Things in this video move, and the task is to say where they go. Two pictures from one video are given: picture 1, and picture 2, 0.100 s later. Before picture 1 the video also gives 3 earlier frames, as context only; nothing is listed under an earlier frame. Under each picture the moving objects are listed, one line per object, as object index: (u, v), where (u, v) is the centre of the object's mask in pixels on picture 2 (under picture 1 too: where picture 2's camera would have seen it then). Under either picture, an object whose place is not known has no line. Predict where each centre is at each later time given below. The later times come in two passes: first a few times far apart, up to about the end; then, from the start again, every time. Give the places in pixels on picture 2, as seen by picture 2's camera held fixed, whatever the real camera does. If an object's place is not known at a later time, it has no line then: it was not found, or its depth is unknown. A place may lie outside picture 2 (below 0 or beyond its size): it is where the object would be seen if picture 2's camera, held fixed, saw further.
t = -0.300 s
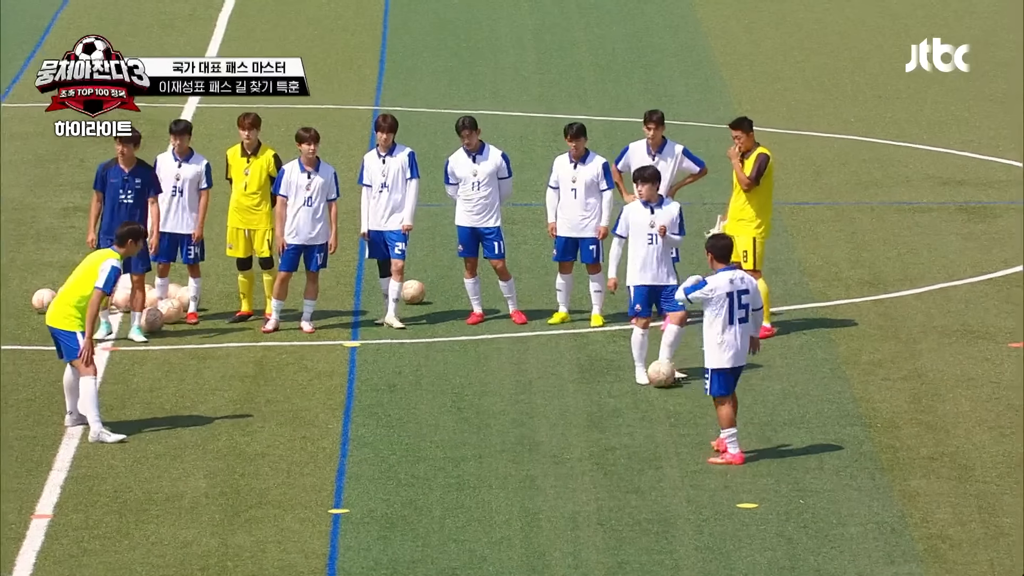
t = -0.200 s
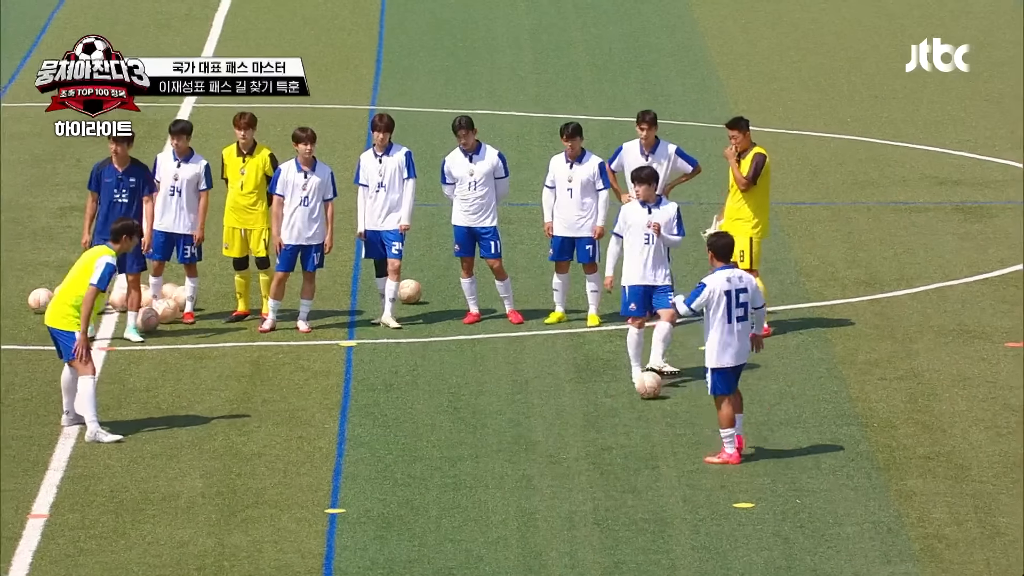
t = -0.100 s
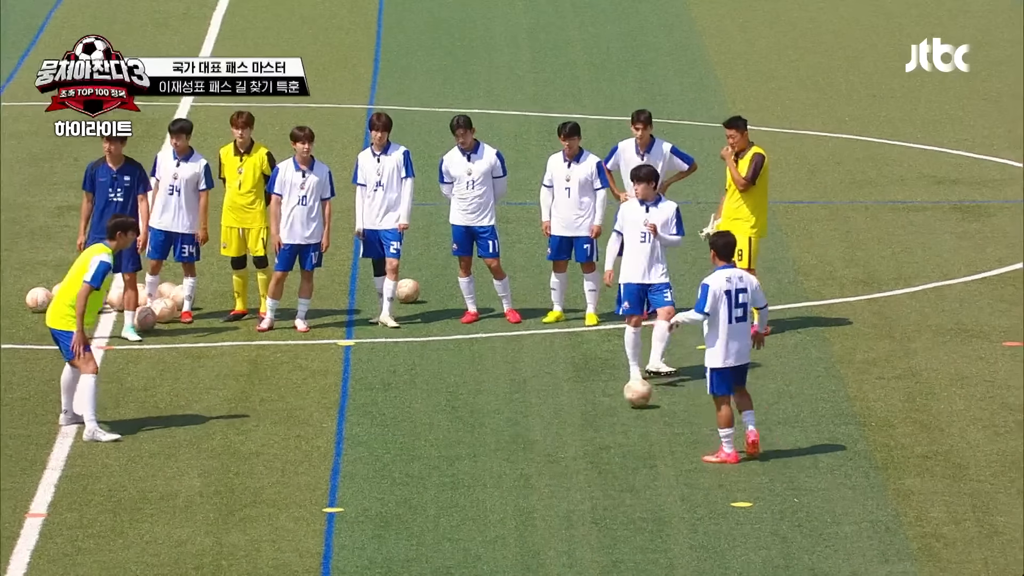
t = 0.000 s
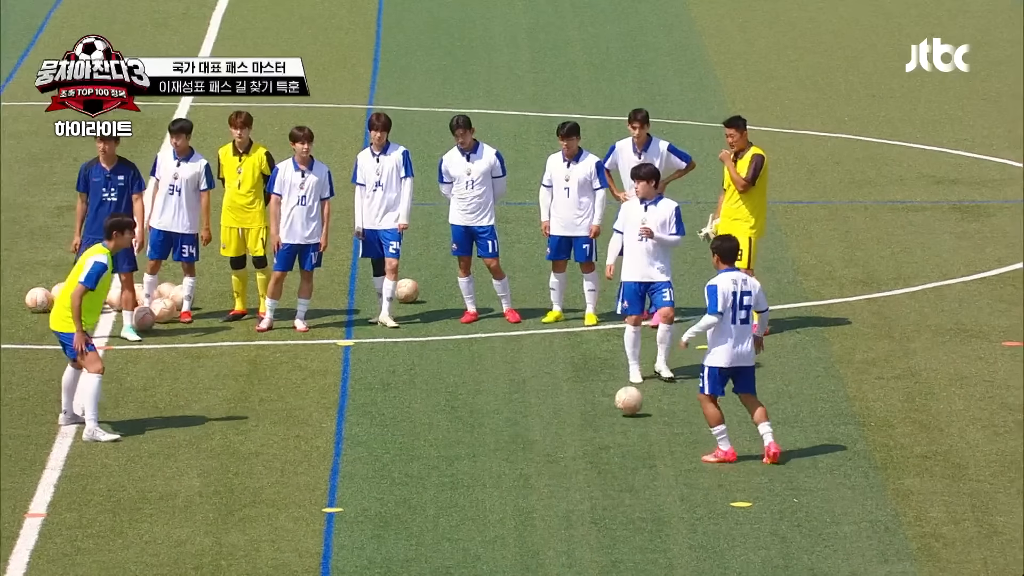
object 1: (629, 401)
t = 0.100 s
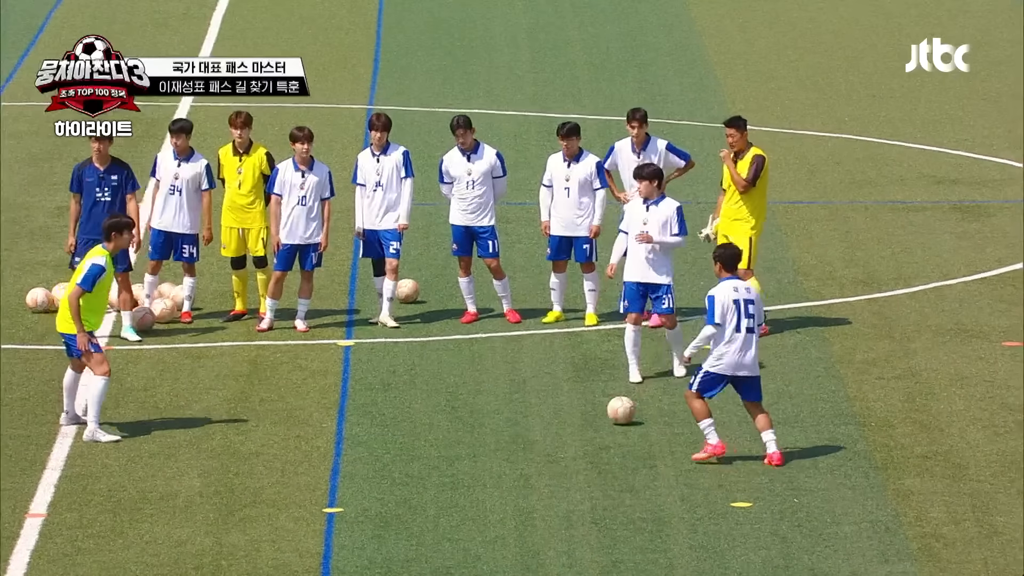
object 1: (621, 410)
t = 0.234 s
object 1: (611, 420)
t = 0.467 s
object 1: (591, 436)
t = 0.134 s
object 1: (618, 412)
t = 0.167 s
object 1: (616, 414)
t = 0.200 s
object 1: (613, 417)
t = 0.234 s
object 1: (611, 420)
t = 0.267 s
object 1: (608, 422)
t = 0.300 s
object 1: (605, 425)
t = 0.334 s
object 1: (602, 427)
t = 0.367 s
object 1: (599, 429)
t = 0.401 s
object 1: (597, 430)
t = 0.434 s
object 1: (593, 433)
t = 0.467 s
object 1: (591, 436)
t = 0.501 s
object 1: (588, 438)
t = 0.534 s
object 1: (585, 440)
